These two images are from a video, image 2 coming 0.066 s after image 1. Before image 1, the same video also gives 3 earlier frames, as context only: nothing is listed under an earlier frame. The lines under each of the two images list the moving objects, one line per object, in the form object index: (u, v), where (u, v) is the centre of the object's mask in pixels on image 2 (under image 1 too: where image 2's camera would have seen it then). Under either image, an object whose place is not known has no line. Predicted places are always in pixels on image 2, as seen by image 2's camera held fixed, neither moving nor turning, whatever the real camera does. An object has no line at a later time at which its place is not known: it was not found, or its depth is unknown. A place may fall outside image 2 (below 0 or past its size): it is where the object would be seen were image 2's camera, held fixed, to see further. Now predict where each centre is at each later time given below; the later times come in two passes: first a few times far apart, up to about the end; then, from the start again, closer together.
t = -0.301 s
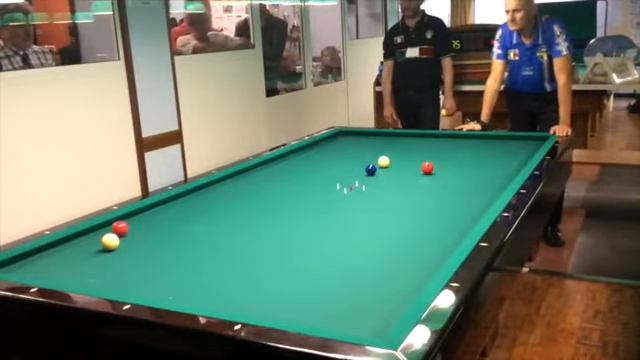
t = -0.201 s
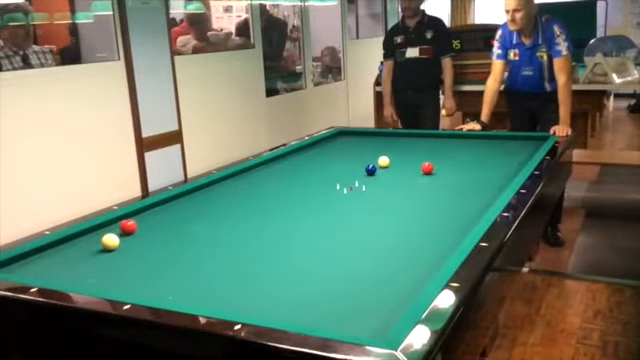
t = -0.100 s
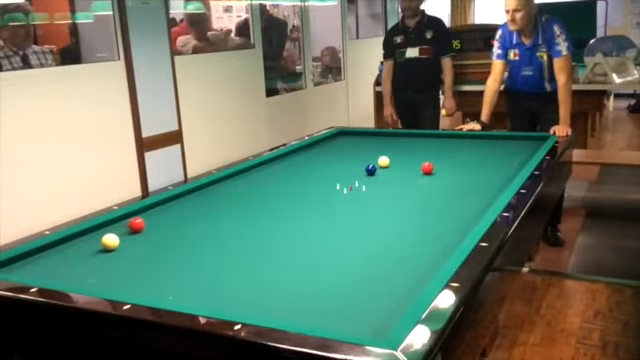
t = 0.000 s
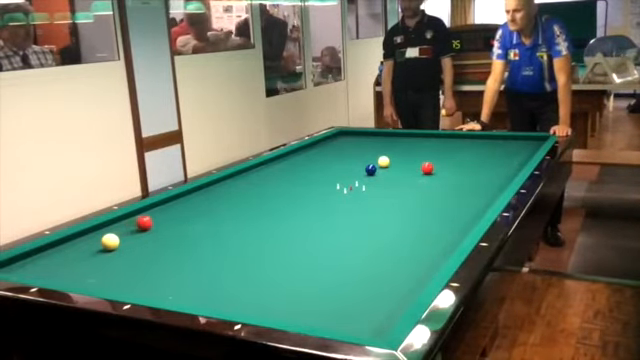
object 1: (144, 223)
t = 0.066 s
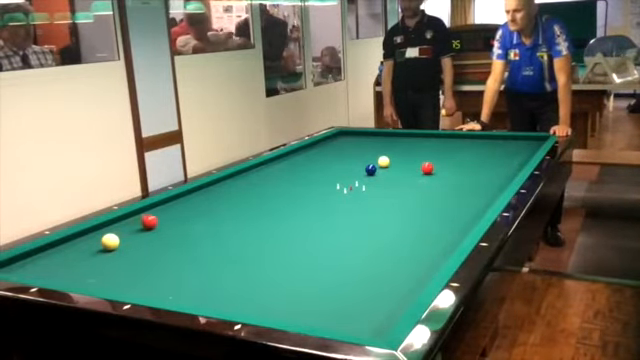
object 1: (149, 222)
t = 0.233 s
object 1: (161, 219)
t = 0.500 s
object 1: (179, 214)
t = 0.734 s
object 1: (195, 211)
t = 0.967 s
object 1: (208, 207)
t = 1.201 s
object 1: (221, 204)
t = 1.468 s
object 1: (235, 201)
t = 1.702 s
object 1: (246, 199)
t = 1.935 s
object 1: (256, 196)
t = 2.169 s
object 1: (266, 194)
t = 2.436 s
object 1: (277, 191)
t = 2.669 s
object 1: (285, 189)
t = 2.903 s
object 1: (294, 187)
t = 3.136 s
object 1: (301, 186)
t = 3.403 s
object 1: (309, 184)
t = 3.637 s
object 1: (316, 183)
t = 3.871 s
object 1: (322, 181)
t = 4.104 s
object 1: (328, 180)
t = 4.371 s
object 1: (333, 179)
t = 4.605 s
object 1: (339, 178)
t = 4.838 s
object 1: (342, 177)
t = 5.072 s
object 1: (347, 176)
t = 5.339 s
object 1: (350, 175)
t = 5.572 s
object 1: (354, 175)
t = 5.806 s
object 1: (356, 174)
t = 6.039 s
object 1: (358, 174)
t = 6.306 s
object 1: (360, 173)
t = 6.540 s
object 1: (362, 173)
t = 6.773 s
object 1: (363, 172)
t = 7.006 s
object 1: (364, 172)
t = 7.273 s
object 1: (364, 172)
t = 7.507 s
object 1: (364, 172)
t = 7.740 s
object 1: (364, 172)
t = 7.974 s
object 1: (364, 172)
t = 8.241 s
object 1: (364, 172)
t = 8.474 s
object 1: (364, 172)
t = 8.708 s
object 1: (364, 172)
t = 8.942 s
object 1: (364, 172)
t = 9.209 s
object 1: (364, 172)
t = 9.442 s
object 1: (364, 172)
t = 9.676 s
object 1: (364, 172)
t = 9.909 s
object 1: (364, 172)
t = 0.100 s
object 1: (151, 221)
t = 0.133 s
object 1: (154, 220)
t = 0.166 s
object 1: (157, 220)
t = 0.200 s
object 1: (159, 219)
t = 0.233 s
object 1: (161, 219)
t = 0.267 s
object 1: (163, 218)
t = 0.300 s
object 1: (166, 218)
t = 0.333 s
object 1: (168, 217)
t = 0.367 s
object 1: (170, 216)
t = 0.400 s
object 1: (172, 216)
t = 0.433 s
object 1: (175, 215)
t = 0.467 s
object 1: (177, 215)
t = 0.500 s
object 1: (179, 214)
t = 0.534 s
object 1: (182, 214)
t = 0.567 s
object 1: (184, 213)
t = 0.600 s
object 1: (186, 213)
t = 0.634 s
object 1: (188, 212)
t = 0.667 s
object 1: (190, 212)
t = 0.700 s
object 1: (192, 212)
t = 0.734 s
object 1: (195, 211)
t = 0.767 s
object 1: (196, 211)
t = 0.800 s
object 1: (198, 210)
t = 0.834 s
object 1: (200, 209)
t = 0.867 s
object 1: (202, 209)
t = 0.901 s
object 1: (204, 208)
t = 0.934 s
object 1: (206, 208)
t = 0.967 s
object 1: (208, 207)
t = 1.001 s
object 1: (210, 207)
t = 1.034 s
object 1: (212, 207)
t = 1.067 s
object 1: (214, 206)
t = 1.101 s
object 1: (215, 206)
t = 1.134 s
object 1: (217, 205)
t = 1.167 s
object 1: (219, 205)
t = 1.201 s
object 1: (221, 204)
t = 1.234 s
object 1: (223, 204)
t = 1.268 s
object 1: (224, 203)
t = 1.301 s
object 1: (226, 203)
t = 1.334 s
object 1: (228, 203)
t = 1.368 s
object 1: (230, 202)
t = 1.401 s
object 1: (231, 202)
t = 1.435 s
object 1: (233, 201)
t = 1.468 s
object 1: (235, 201)
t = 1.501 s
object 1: (236, 201)
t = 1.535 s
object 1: (238, 201)
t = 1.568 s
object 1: (240, 200)
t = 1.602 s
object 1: (241, 199)
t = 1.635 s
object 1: (243, 199)
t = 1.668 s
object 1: (245, 199)
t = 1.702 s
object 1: (246, 199)
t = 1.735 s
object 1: (248, 198)
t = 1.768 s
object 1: (249, 198)
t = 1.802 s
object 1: (251, 197)
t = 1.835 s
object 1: (252, 197)
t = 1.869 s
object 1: (253, 197)
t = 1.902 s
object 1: (255, 196)
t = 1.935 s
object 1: (256, 196)
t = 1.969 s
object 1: (258, 196)
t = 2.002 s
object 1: (260, 195)
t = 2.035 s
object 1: (261, 195)
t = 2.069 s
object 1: (262, 195)
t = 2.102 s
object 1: (264, 195)
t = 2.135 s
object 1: (265, 194)
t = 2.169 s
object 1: (266, 194)
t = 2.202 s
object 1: (268, 194)
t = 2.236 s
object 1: (270, 193)
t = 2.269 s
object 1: (270, 193)
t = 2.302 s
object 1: (272, 192)
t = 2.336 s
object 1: (273, 192)
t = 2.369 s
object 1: (274, 192)
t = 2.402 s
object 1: (276, 191)
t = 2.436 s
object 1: (277, 191)
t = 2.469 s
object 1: (278, 191)
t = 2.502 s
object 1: (280, 191)
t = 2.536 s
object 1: (281, 190)
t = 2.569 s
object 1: (282, 190)
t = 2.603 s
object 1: (283, 190)
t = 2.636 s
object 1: (284, 190)
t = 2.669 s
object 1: (285, 189)
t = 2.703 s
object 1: (287, 189)
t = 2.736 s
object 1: (288, 189)
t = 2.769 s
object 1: (289, 188)
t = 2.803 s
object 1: (290, 188)
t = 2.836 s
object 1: (292, 188)
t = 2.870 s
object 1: (293, 188)
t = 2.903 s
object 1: (294, 187)
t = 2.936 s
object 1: (295, 187)
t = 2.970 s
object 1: (296, 187)
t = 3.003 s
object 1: (297, 187)
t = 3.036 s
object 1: (298, 187)
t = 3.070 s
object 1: (299, 186)
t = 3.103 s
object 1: (300, 186)
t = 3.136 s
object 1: (301, 186)
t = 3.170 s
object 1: (302, 186)
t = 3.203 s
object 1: (303, 185)
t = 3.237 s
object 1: (304, 185)
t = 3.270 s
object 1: (305, 185)
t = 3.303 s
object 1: (307, 184)
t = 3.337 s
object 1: (308, 184)
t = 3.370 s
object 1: (308, 184)
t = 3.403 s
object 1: (309, 184)
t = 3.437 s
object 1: (310, 184)
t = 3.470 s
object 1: (311, 184)
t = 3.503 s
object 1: (312, 183)
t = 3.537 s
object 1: (313, 183)
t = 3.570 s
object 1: (314, 183)
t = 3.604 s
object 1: (315, 183)
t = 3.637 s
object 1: (316, 183)
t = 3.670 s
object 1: (317, 182)
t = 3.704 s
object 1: (318, 182)
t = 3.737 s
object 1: (318, 182)
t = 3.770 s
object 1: (319, 182)
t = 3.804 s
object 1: (320, 182)
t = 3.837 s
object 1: (321, 182)
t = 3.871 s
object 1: (322, 181)
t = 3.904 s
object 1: (323, 181)
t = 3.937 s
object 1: (324, 181)
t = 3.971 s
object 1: (325, 181)
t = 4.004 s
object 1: (325, 180)
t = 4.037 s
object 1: (326, 180)
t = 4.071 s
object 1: (327, 180)
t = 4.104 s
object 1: (328, 180)
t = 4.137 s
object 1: (328, 180)
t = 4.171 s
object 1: (329, 180)
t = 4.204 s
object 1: (329, 180)
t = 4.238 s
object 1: (331, 179)
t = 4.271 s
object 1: (331, 179)
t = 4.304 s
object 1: (332, 179)
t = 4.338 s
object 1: (333, 179)
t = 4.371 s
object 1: (333, 179)
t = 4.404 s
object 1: (334, 178)
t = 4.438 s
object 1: (335, 178)
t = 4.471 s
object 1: (335, 178)
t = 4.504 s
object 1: (336, 178)
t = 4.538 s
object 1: (337, 178)
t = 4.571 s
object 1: (338, 178)
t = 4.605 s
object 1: (339, 178)
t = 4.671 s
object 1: (339, 178)
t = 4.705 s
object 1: (340, 177)
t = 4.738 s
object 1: (341, 177)
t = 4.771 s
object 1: (342, 177)
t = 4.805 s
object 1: (342, 177)
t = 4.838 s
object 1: (342, 177)
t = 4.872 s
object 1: (343, 177)
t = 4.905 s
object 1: (344, 177)
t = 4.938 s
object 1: (344, 177)
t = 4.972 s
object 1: (345, 176)
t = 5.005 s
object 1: (345, 176)
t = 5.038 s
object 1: (346, 176)
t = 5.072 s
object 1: (347, 176)
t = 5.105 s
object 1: (348, 176)
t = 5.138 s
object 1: (348, 176)
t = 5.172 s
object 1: (348, 176)
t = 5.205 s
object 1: (348, 176)
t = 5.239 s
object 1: (349, 175)
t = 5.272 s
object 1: (349, 175)
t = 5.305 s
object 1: (350, 175)
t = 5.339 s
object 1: (350, 175)
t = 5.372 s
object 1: (351, 175)
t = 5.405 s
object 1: (351, 175)
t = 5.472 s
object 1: (352, 175)
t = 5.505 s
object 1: (353, 175)
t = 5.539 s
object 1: (353, 175)
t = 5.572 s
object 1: (354, 175)
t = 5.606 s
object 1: (354, 175)
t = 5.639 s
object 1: (354, 174)
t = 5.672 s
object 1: (355, 174)
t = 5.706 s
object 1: (356, 174)
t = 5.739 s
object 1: (356, 174)
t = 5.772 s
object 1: (356, 174)
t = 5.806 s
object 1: (356, 174)
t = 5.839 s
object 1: (357, 174)
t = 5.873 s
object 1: (357, 174)
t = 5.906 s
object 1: (357, 174)
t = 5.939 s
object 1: (358, 174)
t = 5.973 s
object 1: (358, 174)
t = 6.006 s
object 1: (358, 174)
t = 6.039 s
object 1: (358, 174)
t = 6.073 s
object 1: (358, 174)
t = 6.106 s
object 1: (358, 174)
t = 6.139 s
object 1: (358, 173)
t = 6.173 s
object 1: (358, 174)
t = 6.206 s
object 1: (359, 173)
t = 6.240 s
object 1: (360, 173)
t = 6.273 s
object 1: (360, 173)
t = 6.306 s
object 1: (360, 173)
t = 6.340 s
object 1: (361, 173)
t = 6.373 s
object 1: (361, 173)
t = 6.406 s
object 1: (361, 173)
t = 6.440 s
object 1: (361, 173)
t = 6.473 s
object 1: (361, 173)
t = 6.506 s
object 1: (361, 173)
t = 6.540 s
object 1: (362, 173)
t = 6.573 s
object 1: (362, 173)
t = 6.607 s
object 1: (362, 173)
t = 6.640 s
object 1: (362, 172)
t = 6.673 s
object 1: (362, 172)
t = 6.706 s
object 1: (363, 172)
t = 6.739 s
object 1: (363, 172)
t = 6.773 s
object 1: (363, 172)
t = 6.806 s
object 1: (363, 172)
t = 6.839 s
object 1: (363, 172)
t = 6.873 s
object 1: (363, 172)
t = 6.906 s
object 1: (363, 172)
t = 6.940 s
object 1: (364, 172)
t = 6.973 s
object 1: (364, 172)
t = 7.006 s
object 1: (364, 172)
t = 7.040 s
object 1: (364, 172)
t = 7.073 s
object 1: (364, 172)
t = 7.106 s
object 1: (364, 172)
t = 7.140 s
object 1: (364, 172)
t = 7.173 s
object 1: (364, 172)
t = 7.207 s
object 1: (364, 172)
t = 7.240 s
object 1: (364, 172)
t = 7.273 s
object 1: (364, 172)
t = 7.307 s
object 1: (364, 172)
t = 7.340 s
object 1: (364, 172)
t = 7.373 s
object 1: (364, 172)
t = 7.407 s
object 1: (364, 172)
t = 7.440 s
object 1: (364, 172)
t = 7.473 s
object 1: (364, 172)
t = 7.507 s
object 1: (364, 172)
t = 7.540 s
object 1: (364, 172)
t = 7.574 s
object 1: (364, 172)
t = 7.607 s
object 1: (364, 172)
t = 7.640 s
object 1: (364, 172)
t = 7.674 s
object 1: (364, 172)
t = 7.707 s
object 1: (364, 172)
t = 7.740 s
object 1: (364, 172)
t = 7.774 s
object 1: (364, 172)
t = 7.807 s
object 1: (364, 172)
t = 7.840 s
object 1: (364, 172)
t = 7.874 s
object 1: (364, 172)
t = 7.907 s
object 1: (364, 172)
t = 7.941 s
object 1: (364, 172)
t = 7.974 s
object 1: (364, 172)
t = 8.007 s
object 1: (364, 172)
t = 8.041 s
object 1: (364, 172)
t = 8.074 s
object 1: (364, 172)
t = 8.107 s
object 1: (364, 172)
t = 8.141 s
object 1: (364, 172)
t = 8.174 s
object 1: (364, 172)
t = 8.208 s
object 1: (364, 172)
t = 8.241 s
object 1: (364, 172)
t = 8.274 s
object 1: (364, 172)
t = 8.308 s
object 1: (364, 172)
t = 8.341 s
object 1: (364, 172)
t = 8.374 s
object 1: (364, 172)
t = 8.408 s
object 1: (364, 172)
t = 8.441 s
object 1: (364, 172)
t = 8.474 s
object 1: (364, 172)
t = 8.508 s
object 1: (364, 172)
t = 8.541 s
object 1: (364, 172)
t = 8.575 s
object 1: (364, 172)
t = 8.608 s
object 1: (364, 172)
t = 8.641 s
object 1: (364, 172)
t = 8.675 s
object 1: (364, 172)
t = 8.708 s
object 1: (364, 172)
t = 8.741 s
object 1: (364, 172)
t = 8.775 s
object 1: (364, 172)
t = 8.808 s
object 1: (364, 172)
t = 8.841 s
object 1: (364, 172)
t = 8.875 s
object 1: (364, 172)
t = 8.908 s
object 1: (364, 172)
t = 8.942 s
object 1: (364, 172)
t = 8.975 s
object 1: (364, 172)
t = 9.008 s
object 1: (364, 172)
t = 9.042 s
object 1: (364, 172)
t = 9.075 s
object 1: (364, 172)
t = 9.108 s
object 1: (364, 172)
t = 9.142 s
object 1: (364, 172)
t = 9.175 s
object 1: (364, 172)
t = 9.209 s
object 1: (364, 172)
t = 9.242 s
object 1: (364, 172)
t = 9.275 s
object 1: (364, 172)
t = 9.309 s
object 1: (364, 172)
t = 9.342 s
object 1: (364, 172)
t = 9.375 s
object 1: (364, 172)
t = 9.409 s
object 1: (364, 172)
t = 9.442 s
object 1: (364, 172)
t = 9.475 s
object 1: (364, 172)
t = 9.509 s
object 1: (364, 172)
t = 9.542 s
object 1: (364, 172)
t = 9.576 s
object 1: (364, 172)
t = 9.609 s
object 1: (364, 172)
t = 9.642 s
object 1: (364, 172)
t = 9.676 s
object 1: (364, 172)
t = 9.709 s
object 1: (364, 172)
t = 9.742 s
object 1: (364, 172)
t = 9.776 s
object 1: (364, 172)
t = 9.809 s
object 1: (364, 172)
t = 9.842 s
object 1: (364, 172)
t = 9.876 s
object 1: (364, 172)
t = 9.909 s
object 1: (364, 172)
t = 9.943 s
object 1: (364, 172)
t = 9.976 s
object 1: (364, 172)
